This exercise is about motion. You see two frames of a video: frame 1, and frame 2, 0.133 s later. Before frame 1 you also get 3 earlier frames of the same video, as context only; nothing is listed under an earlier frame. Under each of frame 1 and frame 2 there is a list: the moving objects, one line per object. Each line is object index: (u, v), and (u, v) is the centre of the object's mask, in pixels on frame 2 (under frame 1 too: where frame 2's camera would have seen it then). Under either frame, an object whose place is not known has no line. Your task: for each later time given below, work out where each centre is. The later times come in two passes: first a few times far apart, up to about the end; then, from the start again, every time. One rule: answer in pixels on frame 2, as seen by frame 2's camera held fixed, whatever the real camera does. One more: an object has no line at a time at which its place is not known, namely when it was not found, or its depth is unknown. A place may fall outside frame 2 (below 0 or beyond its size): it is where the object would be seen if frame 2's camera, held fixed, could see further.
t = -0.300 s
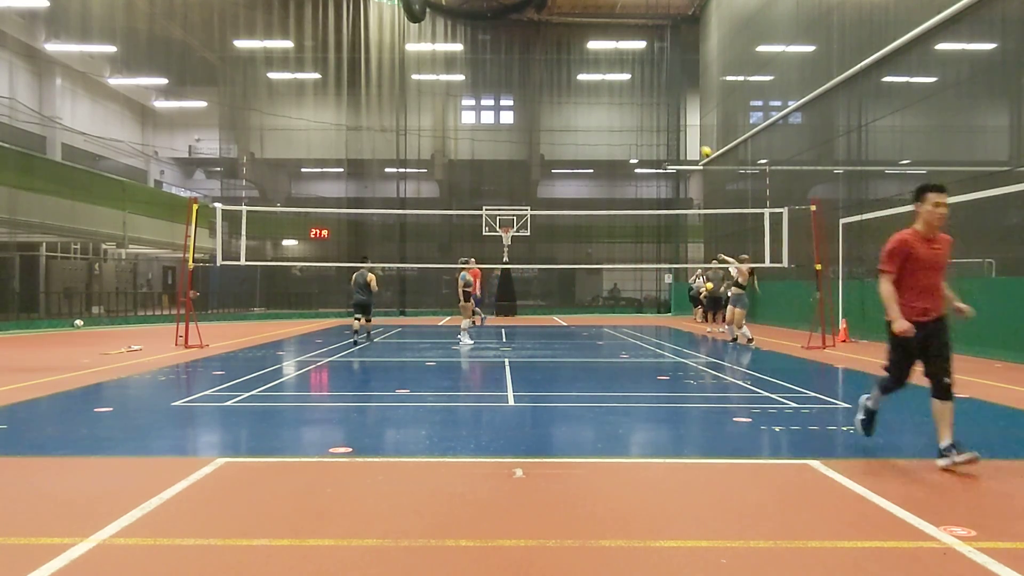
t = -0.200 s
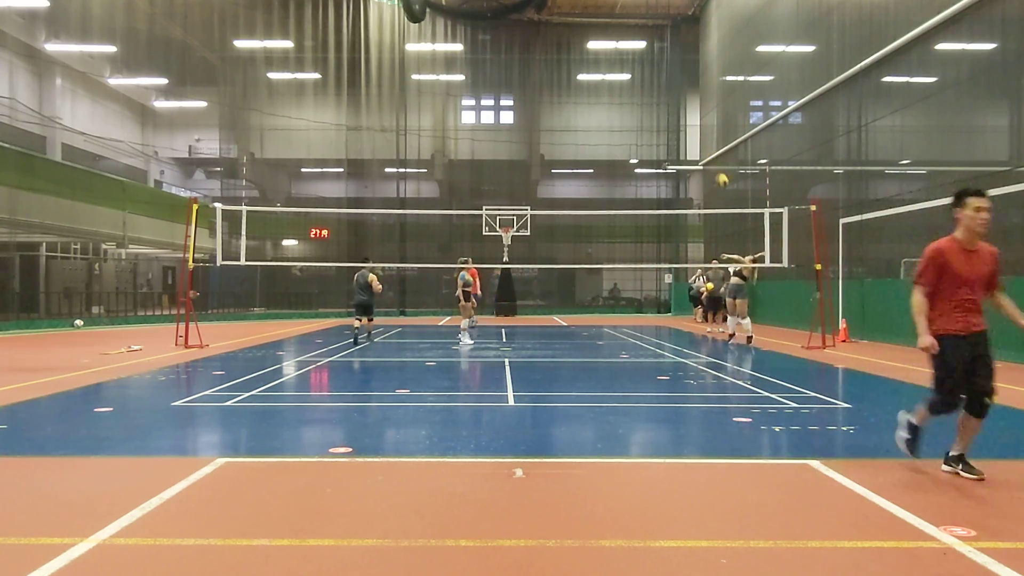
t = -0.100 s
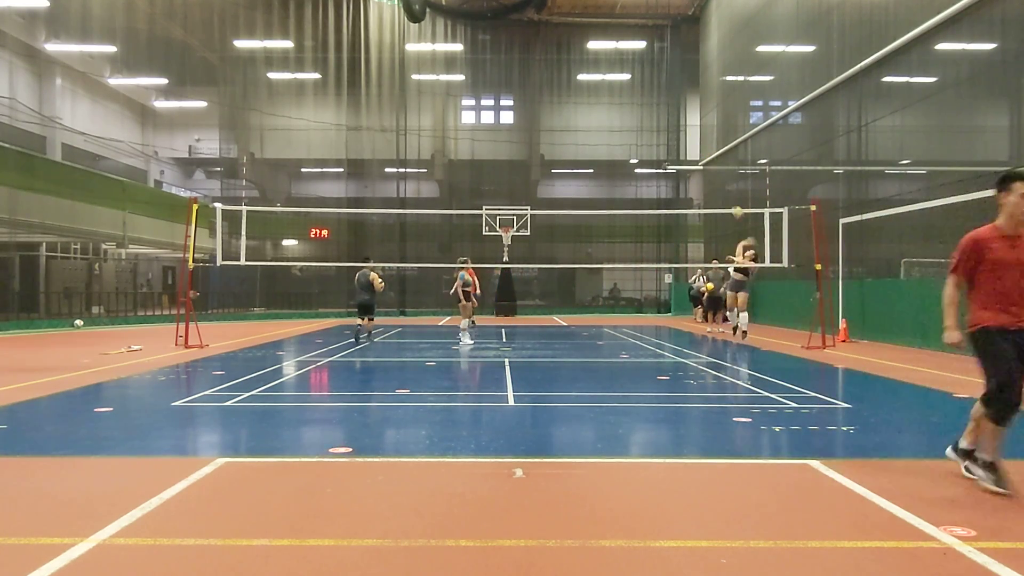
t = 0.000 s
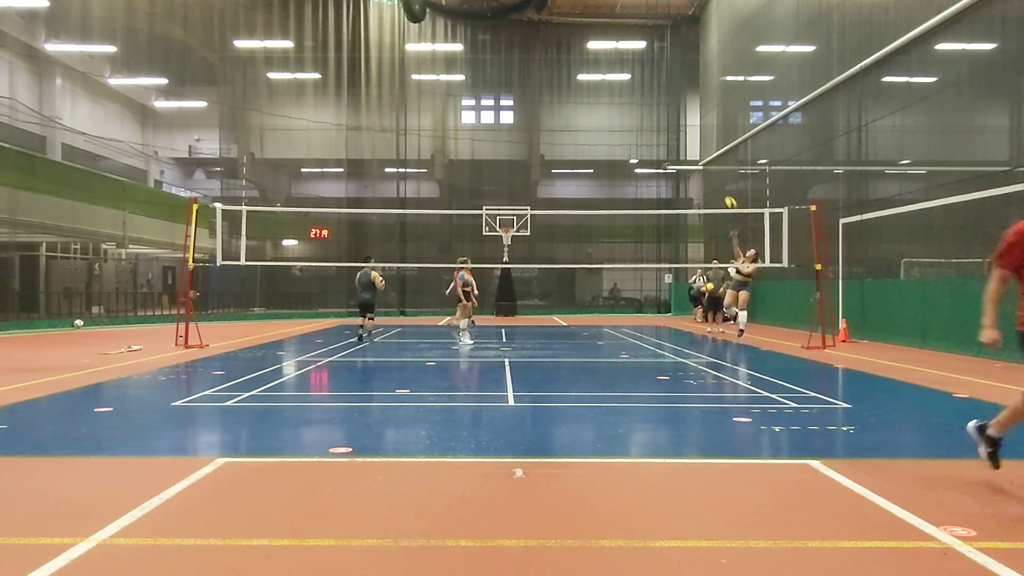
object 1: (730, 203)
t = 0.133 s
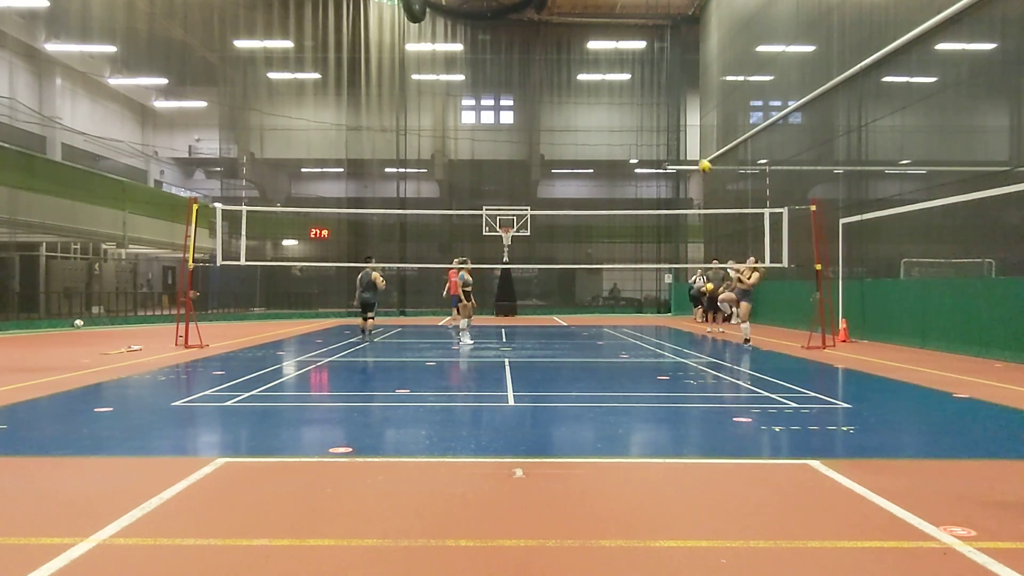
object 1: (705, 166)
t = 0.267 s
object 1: (676, 137)
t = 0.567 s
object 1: (607, 108)
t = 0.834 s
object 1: (531, 137)
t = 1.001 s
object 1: (477, 194)
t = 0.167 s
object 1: (698, 158)
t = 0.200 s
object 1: (691, 152)
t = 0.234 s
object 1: (684, 143)
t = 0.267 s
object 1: (676, 137)
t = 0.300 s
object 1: (670, 131)
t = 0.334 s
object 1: (662, 126)
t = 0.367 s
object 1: (655, 121)
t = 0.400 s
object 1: (648, 117)
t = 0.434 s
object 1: (640, 113)
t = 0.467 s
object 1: (631, 111)
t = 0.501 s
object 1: (624, 109)
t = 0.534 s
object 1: (615, 108)
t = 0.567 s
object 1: (607, 108)
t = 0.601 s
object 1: (597, 108)
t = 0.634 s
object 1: (589, 110)
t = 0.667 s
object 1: (580, 111)
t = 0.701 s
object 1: (570, 115)
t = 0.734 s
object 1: (561, 119)
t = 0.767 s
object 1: (551, 124)
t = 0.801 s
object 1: (542, 130)
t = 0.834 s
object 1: (531, 137)
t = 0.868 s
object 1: (521, 145)
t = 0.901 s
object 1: (510, 156)
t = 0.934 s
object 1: (498, 168)
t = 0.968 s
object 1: (488, 180)
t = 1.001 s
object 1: (477, 194)
